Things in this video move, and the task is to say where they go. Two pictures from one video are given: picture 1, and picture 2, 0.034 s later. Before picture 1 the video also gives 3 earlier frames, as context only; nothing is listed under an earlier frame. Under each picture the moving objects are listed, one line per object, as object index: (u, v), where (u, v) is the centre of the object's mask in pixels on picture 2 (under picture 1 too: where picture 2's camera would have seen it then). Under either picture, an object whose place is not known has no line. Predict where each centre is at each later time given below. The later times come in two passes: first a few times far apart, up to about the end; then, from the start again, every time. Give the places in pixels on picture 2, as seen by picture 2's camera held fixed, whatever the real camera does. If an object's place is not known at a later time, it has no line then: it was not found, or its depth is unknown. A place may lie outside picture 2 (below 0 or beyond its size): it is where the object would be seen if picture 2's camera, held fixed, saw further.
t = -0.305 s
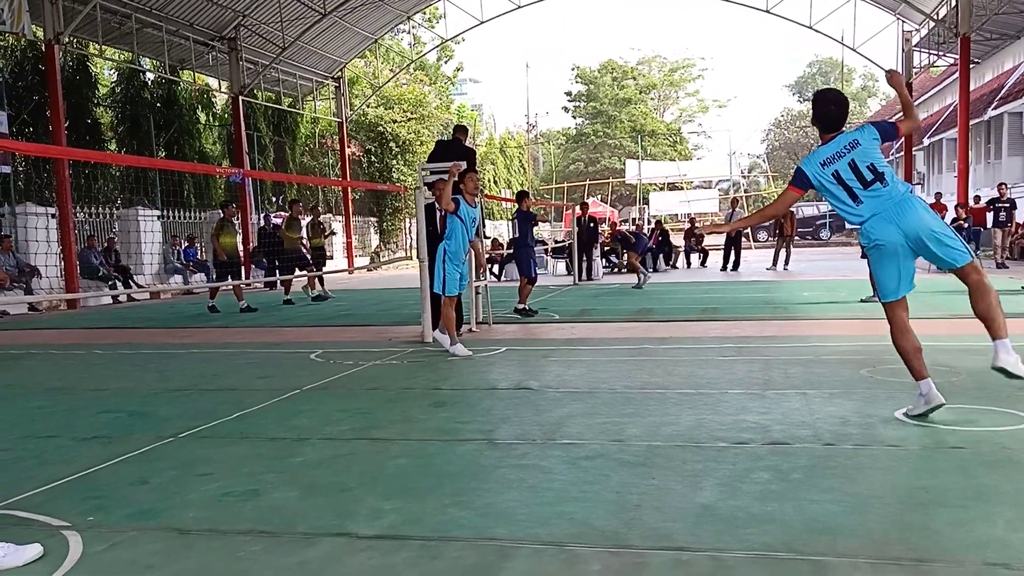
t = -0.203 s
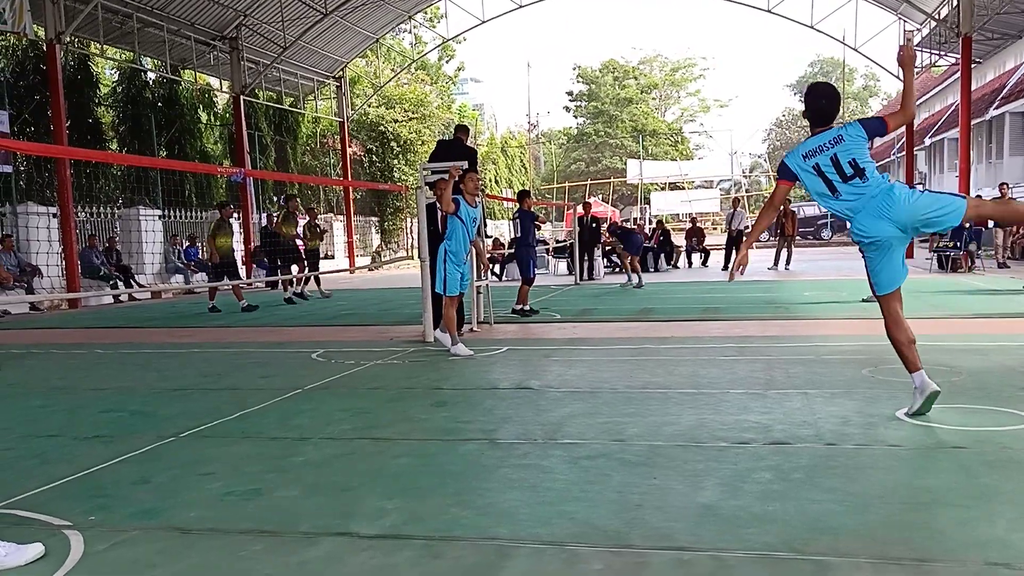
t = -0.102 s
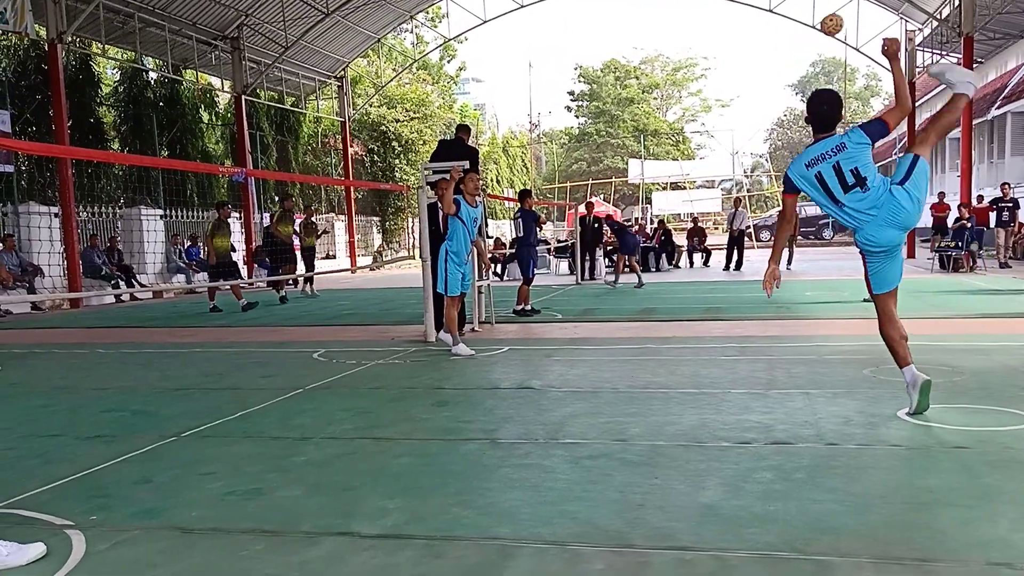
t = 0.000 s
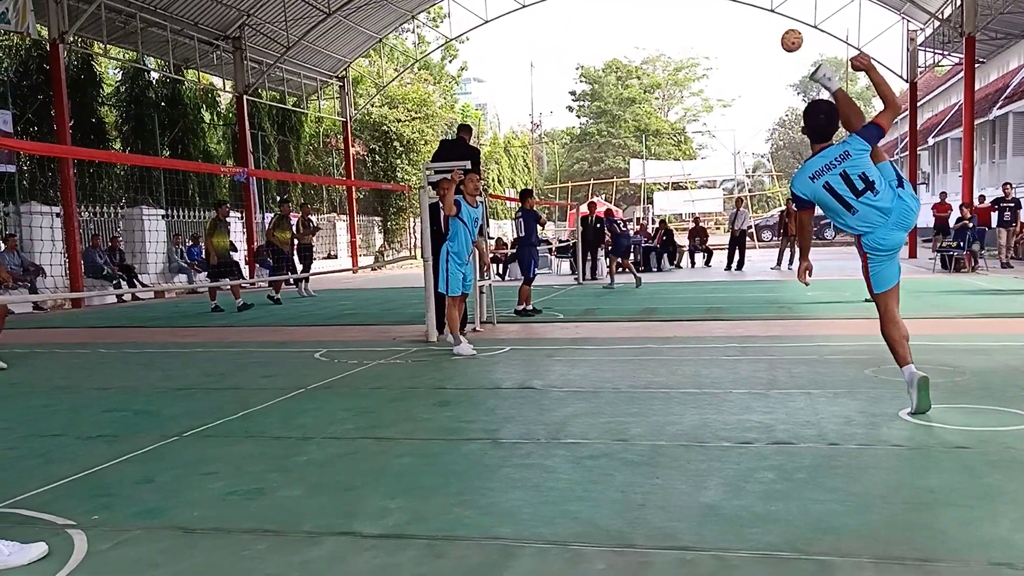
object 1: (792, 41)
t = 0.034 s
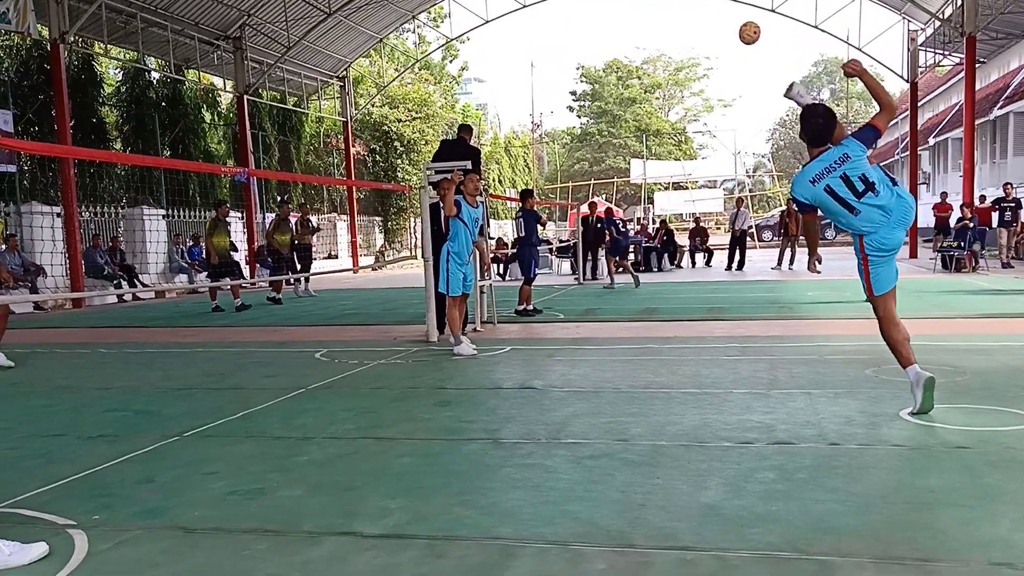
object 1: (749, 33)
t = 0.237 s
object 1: (500, 27)
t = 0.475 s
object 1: (227, 102)
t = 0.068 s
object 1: (707, 27)
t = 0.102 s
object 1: (665, 23)
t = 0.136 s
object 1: (623, 22)
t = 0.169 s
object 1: (582, 22)
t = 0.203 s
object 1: (541, 23)
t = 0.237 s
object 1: (500, 27)
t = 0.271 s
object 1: (460, 33)
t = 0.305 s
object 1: (421, 40)
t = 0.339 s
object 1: (381, 48)
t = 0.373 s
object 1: (342, 60)
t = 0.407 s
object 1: (303, 72)
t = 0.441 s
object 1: (264, 86)
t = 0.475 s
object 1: (227, 102)
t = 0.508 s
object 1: (190, 119)
